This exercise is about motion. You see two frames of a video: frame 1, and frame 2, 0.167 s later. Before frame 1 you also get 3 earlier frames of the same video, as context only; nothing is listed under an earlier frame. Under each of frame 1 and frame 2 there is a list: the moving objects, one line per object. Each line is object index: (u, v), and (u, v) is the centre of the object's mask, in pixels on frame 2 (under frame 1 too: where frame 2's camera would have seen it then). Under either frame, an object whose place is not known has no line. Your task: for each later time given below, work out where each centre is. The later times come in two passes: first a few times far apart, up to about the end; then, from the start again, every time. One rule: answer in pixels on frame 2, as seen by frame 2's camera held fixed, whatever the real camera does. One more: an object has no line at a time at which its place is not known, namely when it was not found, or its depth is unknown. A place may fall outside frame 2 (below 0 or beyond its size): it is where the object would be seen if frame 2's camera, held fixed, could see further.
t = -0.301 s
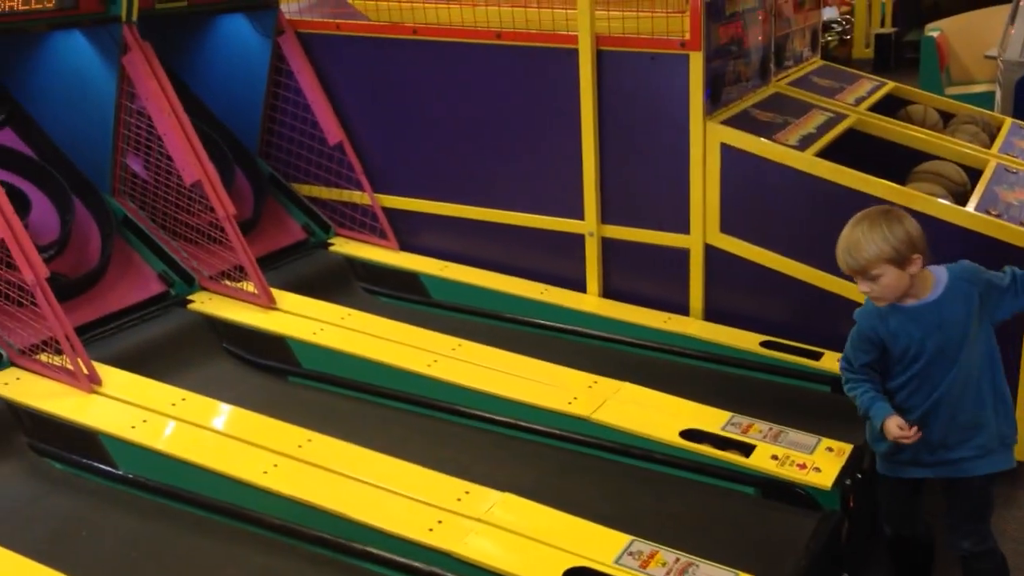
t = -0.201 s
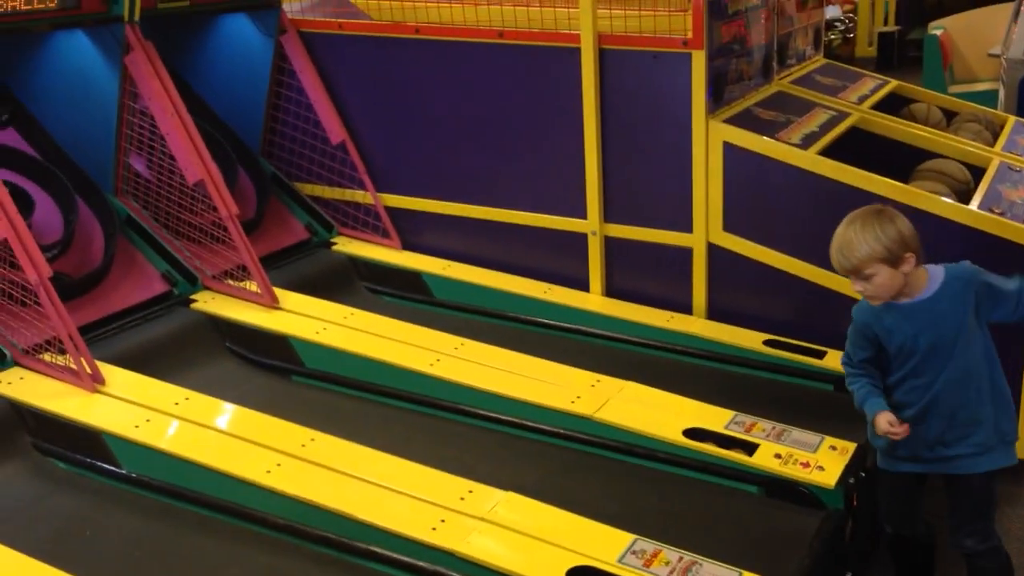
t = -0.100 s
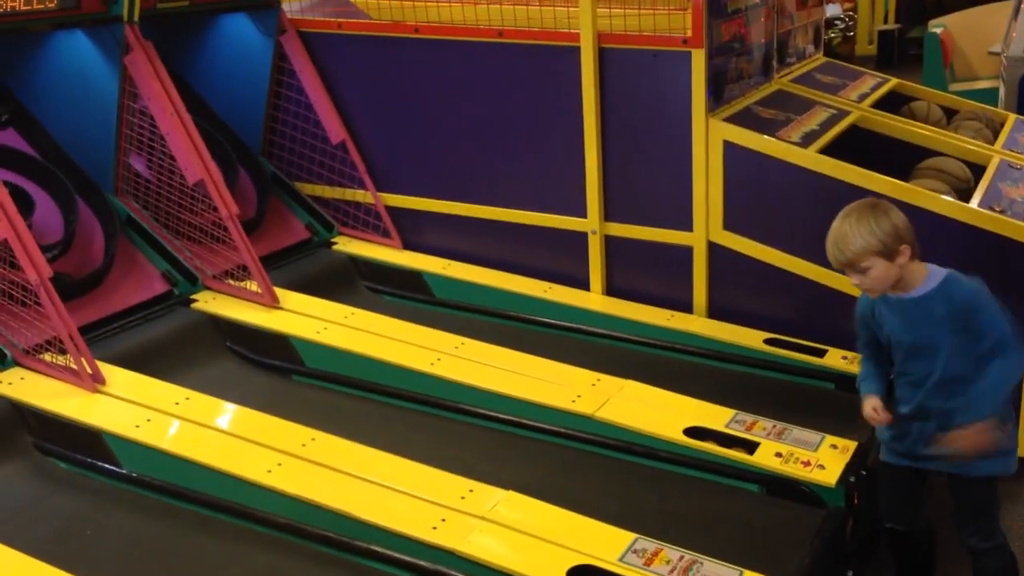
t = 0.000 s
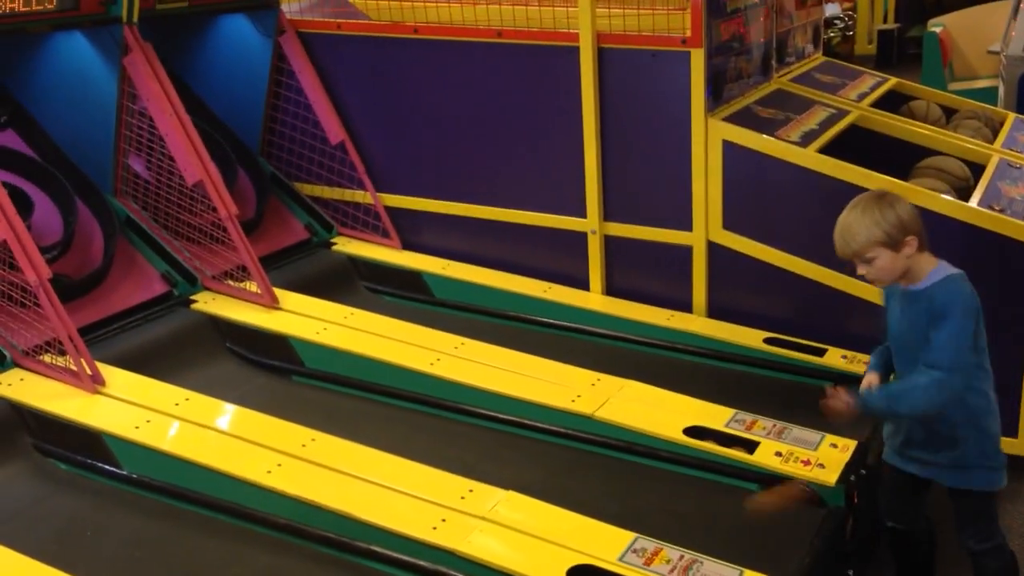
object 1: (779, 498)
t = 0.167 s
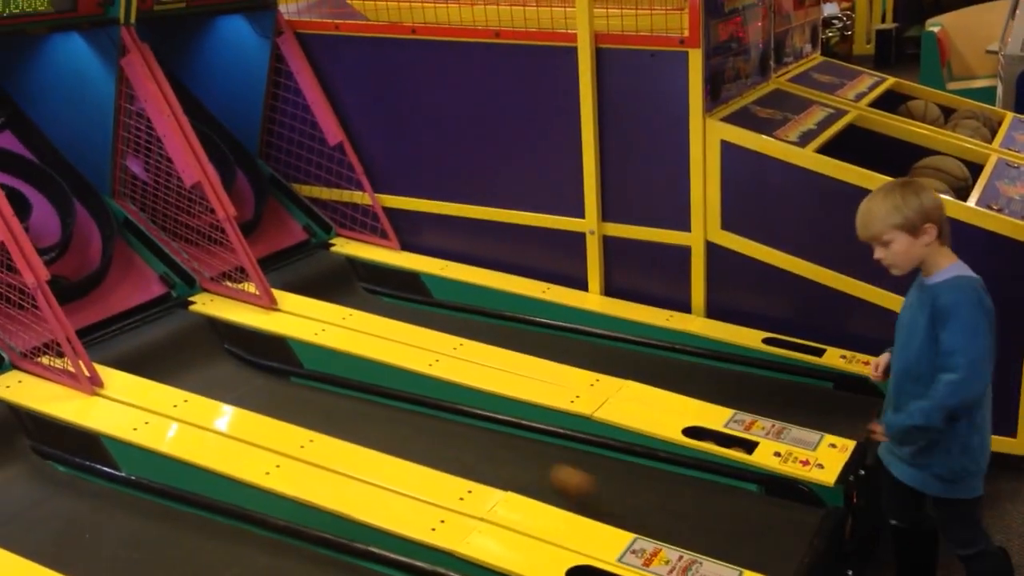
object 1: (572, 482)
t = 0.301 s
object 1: (479, 443)
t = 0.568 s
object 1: (334, 387)
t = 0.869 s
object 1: (208, 325)
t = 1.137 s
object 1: (172, 302)
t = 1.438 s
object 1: (175, 304)
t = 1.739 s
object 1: (196, 321)
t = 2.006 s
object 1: (275, 378)
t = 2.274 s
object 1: (389, 409)
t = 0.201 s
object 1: (544, 473)
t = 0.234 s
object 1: (519, 466)
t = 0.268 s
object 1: (498, 454)
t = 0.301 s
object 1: (479, 443)
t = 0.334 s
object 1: (459, 434)
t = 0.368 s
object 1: (442, 424)
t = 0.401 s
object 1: (425, 413)
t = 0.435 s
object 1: (409, 405)
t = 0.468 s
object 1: (389, 400)
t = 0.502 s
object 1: (370, 396)
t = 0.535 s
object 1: (352, 392)
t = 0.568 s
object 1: (334, 387)
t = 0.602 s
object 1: (316, 383)
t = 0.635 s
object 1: (299, 379)
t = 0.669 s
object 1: (282, 375)
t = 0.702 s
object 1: (266, 370)
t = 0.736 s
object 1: (250, 364)
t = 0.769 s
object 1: (236, 358)
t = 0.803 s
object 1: (225, 350)
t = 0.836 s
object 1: (217, 338)
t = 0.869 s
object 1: (208, 325)
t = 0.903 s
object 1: (203, 315)
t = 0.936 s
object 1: (198, 310)
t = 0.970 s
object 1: (193, 307)
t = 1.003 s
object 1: (189, 305)
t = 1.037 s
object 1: (185, 304)
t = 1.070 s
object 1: (181, 303)
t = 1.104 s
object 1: (177, 303)
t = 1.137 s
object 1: (172, 302)
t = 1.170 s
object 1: (170, 300)
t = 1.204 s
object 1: (170, 300)
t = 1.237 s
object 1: (170, 301)
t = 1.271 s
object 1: (171, 302)
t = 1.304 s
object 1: (172, 302)
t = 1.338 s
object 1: (173, 303)
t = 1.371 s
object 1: (173, 303)
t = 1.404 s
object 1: (174, 304)
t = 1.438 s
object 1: (175, 304)
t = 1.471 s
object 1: (176, 305)
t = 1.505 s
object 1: (177, 305)
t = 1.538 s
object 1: (178, 306)
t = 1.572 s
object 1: (180, 307)
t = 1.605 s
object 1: (182, 308)
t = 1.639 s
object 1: (185, 310)
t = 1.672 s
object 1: (189, 312)
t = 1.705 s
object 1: (192, 315)
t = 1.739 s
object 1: (196, 321)
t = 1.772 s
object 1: (202, 327)
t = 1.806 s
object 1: (209, 336)
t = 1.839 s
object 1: (217, 348)
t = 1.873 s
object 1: (226, 357)
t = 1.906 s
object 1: (238, 363)
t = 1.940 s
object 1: (249, 368)
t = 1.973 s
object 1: (262, 373)
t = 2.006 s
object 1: (275, 378)
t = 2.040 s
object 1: (287, 381)
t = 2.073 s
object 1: (301, 385)
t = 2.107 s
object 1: (315, 388)
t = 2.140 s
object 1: (329, 392)
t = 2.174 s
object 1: (343, 397)
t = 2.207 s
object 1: (358, 401)
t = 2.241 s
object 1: (373, 404)
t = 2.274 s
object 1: (389, 409)
